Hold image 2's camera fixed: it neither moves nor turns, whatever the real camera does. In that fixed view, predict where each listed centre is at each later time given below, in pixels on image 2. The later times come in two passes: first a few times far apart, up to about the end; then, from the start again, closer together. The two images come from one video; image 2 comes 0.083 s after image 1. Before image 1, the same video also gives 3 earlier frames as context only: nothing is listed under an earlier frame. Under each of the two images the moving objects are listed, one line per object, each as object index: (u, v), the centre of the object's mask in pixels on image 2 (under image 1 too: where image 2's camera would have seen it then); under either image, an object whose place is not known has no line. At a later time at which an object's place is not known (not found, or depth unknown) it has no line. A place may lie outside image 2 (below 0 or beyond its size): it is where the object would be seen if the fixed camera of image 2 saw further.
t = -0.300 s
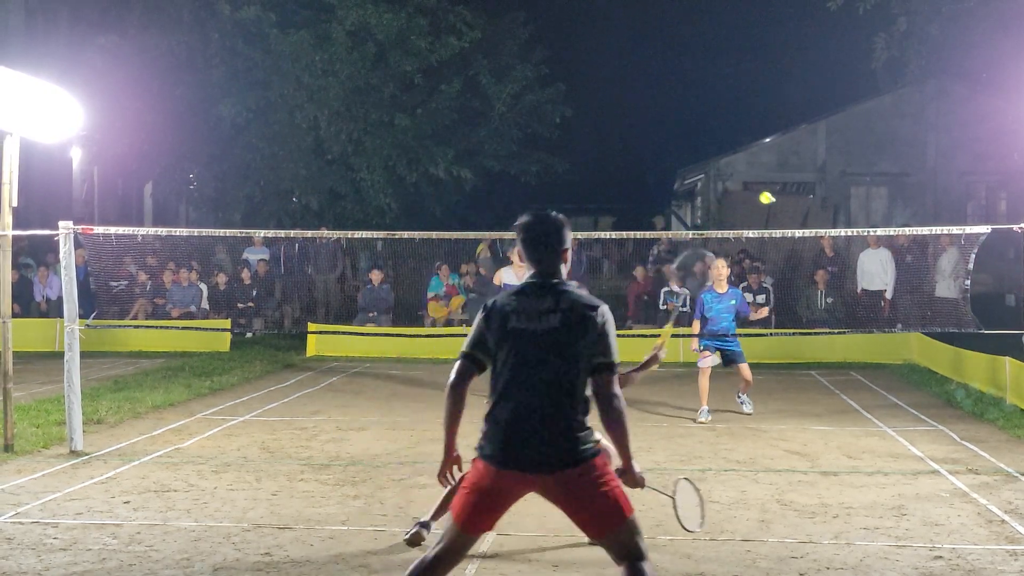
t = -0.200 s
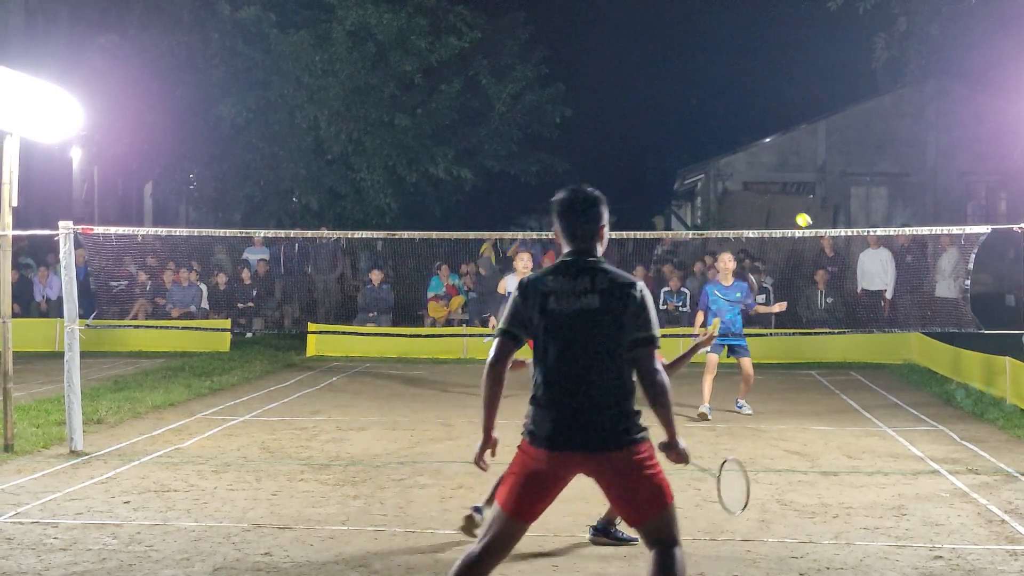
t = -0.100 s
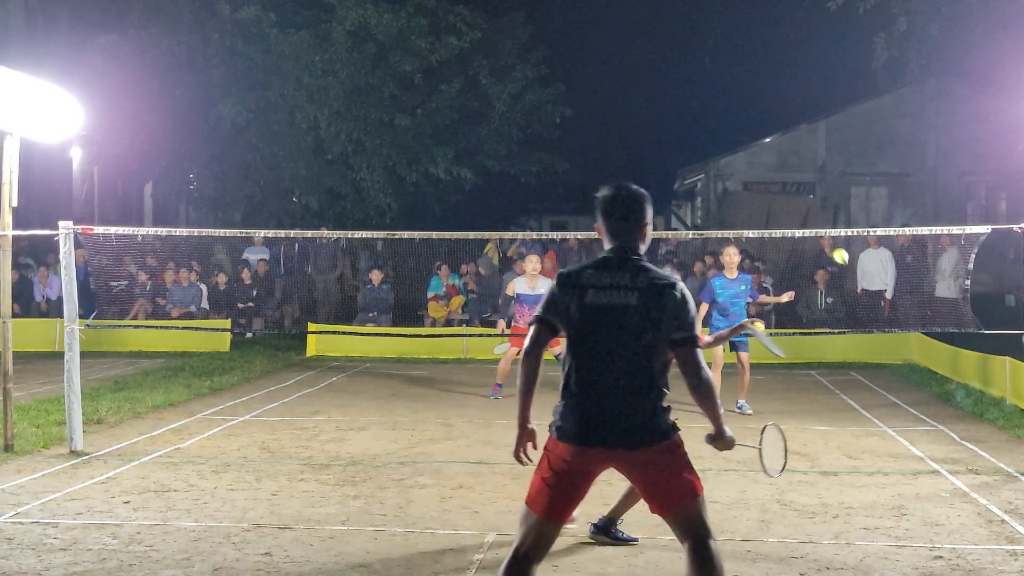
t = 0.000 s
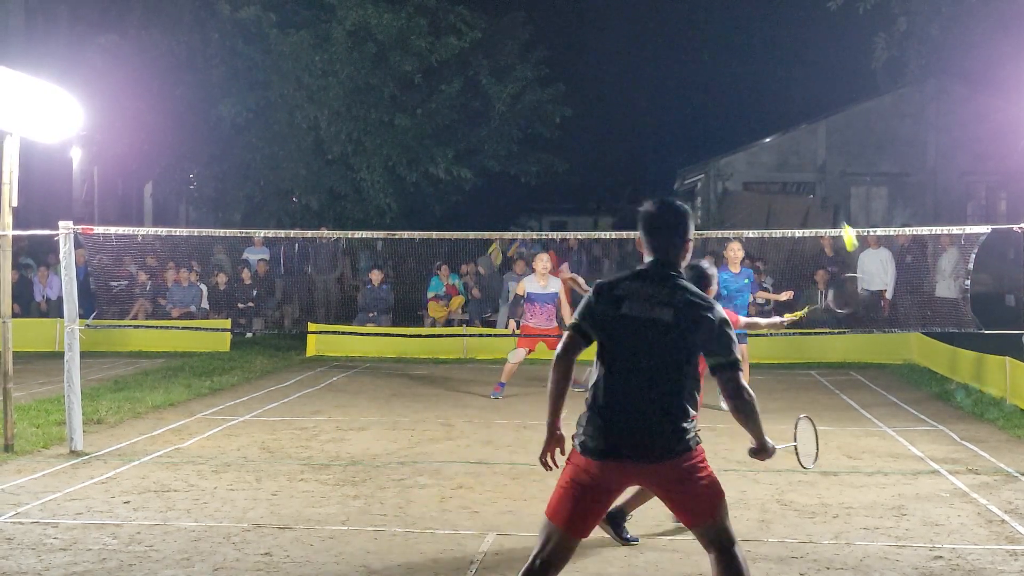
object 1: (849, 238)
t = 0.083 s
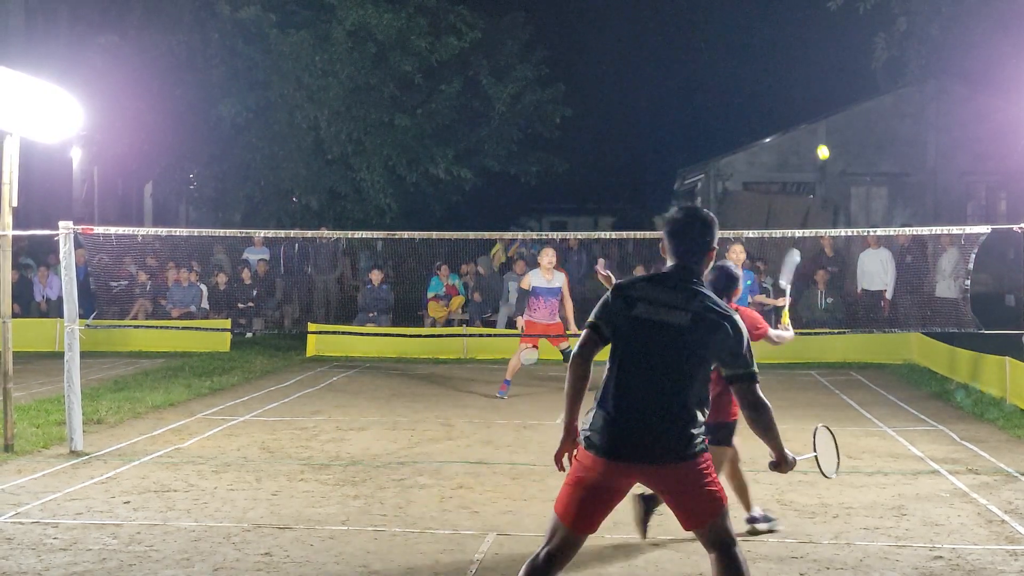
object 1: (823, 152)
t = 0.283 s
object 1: (796, 95)
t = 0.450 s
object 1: (786, 100)
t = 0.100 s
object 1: (819, 142)
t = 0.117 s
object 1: (815, 133)
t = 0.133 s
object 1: (812, 125)
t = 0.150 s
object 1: (810, 119)
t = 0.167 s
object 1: (808, 115)
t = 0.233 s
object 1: (801, 101)
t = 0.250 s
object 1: (799, 98)
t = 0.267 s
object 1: (798, 96)
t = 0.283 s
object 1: (796, 95)
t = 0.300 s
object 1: (795, 94)
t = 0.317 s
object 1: (794, 94)
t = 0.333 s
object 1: (793, 94)
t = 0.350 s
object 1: (792, 95)
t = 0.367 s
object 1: (791, 95)
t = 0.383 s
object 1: (790, 95)
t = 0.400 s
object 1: (789, 96)
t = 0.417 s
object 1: (788, 97)
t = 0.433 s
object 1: (787, 99)
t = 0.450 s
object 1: (786, 100)
